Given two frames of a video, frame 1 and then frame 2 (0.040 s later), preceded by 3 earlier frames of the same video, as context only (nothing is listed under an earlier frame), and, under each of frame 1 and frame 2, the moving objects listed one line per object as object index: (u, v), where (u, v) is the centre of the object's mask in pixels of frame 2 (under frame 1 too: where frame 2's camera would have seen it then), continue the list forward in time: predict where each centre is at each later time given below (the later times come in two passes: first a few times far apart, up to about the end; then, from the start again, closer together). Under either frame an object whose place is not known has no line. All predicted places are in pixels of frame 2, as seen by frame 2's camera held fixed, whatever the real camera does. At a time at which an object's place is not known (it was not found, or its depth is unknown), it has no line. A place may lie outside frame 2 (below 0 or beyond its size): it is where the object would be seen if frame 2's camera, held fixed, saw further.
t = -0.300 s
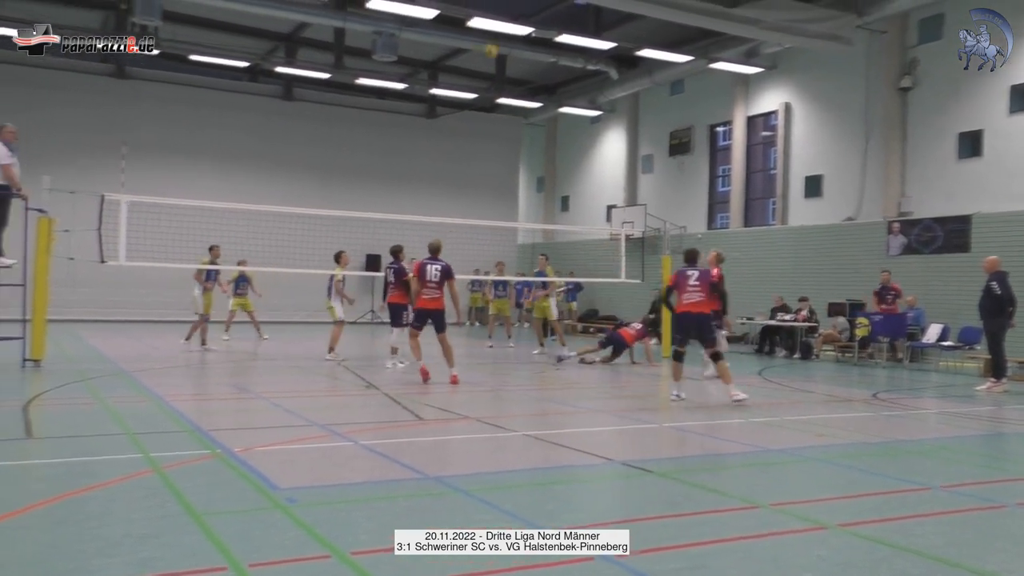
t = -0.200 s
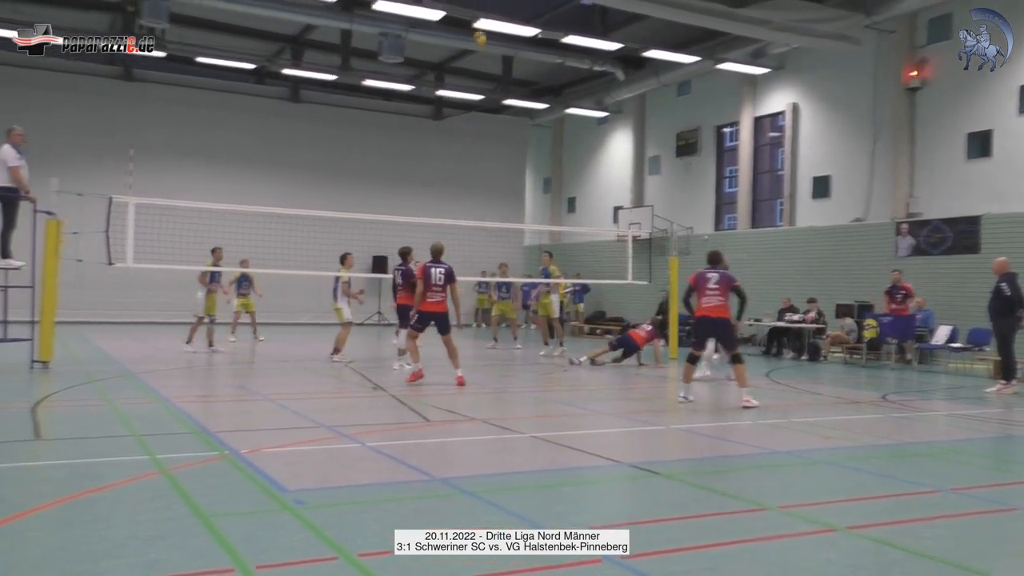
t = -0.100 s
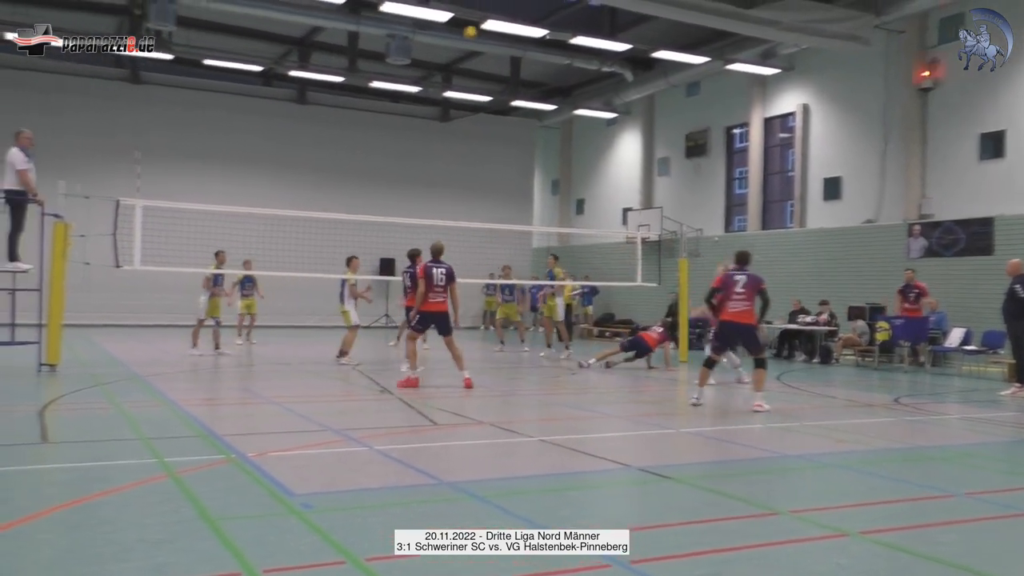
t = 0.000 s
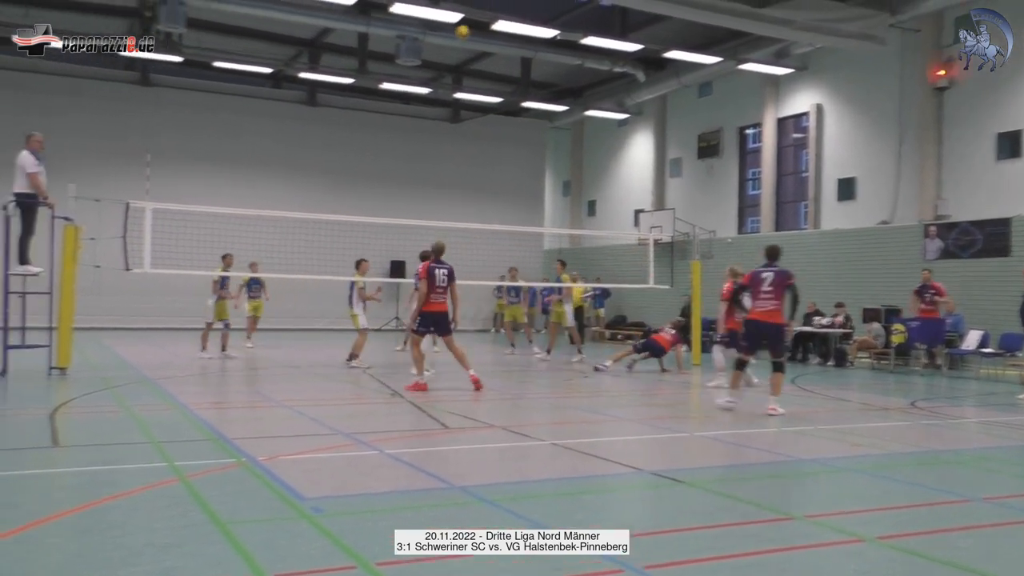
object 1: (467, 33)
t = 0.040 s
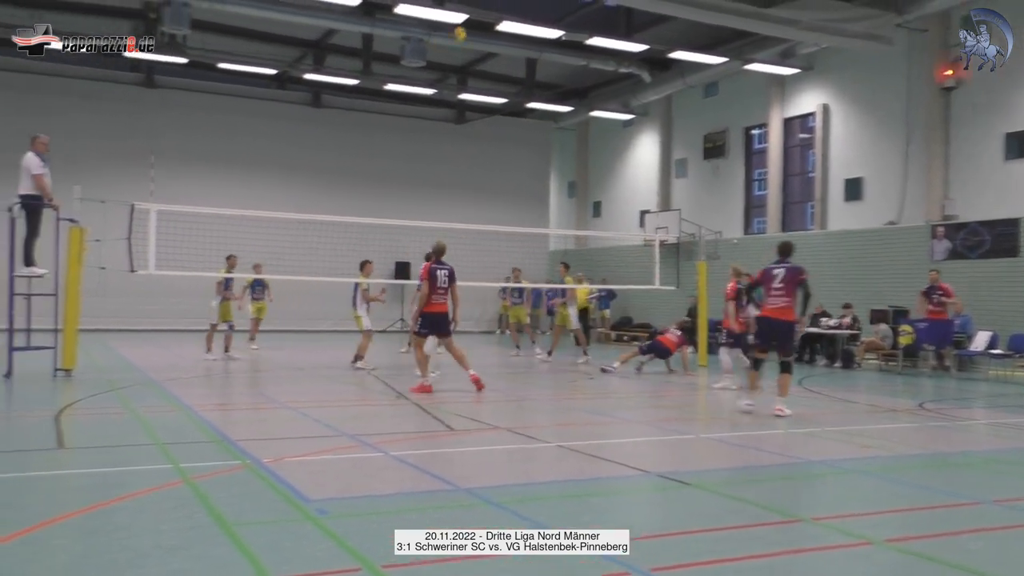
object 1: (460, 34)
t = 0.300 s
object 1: (412, 68)
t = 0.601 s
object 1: (359, 169)
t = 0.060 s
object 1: (456, 34)
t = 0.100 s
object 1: (449, 37)
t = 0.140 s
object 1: (441, 42)
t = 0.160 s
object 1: (438, 43)
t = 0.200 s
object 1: (431, 49)
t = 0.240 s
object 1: (423, 57)
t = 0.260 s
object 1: (419, 60)
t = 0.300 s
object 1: (412, 68)
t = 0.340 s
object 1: (406, 77)
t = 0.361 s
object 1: (401, 83)
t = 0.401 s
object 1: (395, 94)
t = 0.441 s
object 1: (388, 106)
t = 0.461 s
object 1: (386, 113)
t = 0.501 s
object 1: (377, 128)
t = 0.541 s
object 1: (369, 143)
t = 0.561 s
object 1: (366, 153)
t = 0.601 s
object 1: (359, 169)
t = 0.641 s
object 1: (351, 190)
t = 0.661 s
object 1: (348, 198)
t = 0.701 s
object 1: (340, 221)
